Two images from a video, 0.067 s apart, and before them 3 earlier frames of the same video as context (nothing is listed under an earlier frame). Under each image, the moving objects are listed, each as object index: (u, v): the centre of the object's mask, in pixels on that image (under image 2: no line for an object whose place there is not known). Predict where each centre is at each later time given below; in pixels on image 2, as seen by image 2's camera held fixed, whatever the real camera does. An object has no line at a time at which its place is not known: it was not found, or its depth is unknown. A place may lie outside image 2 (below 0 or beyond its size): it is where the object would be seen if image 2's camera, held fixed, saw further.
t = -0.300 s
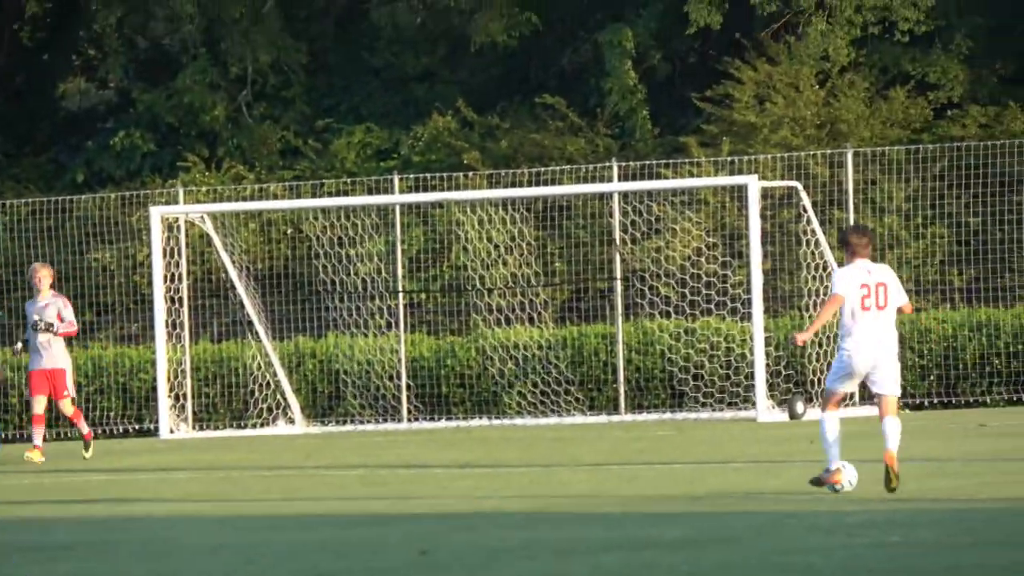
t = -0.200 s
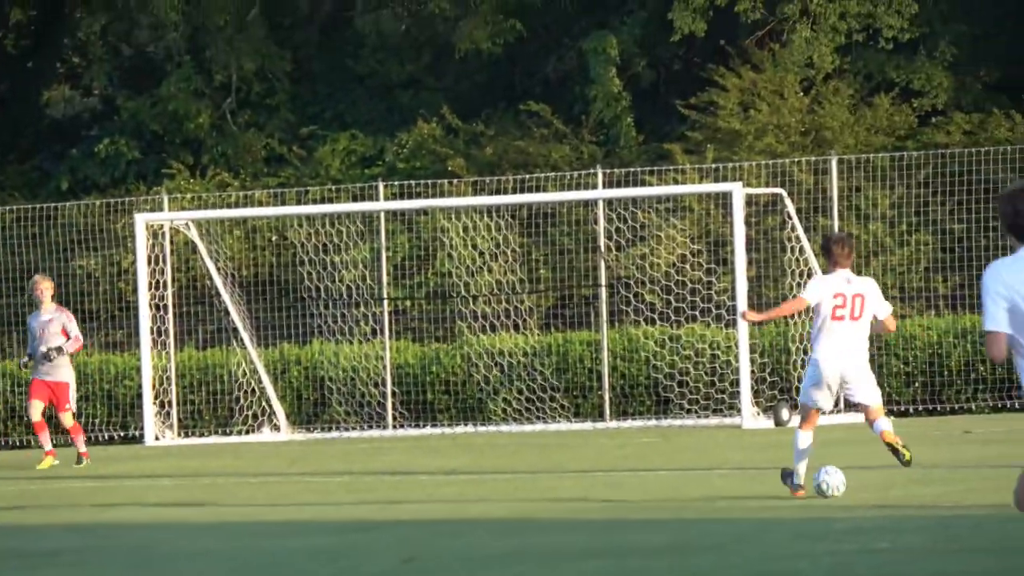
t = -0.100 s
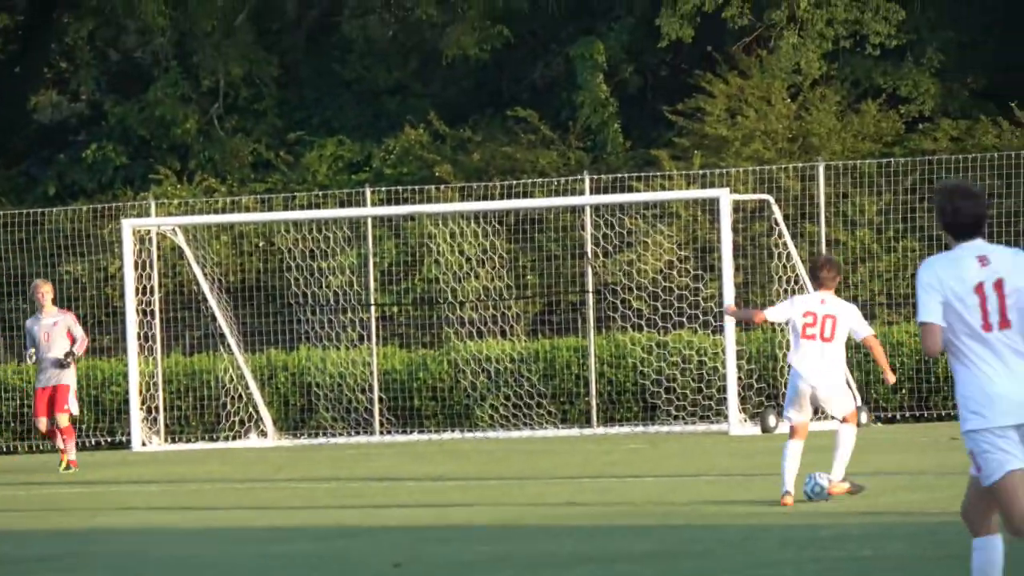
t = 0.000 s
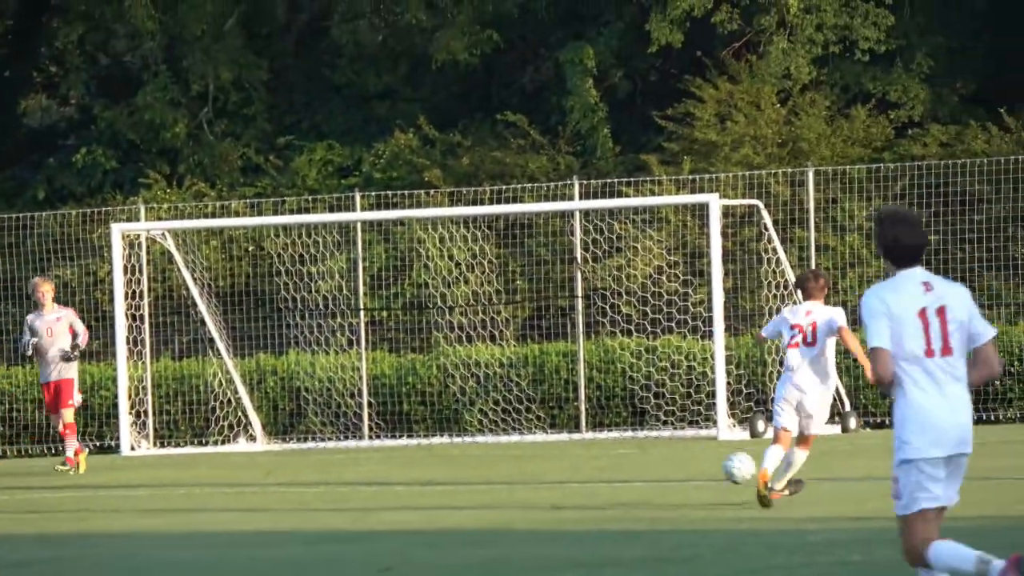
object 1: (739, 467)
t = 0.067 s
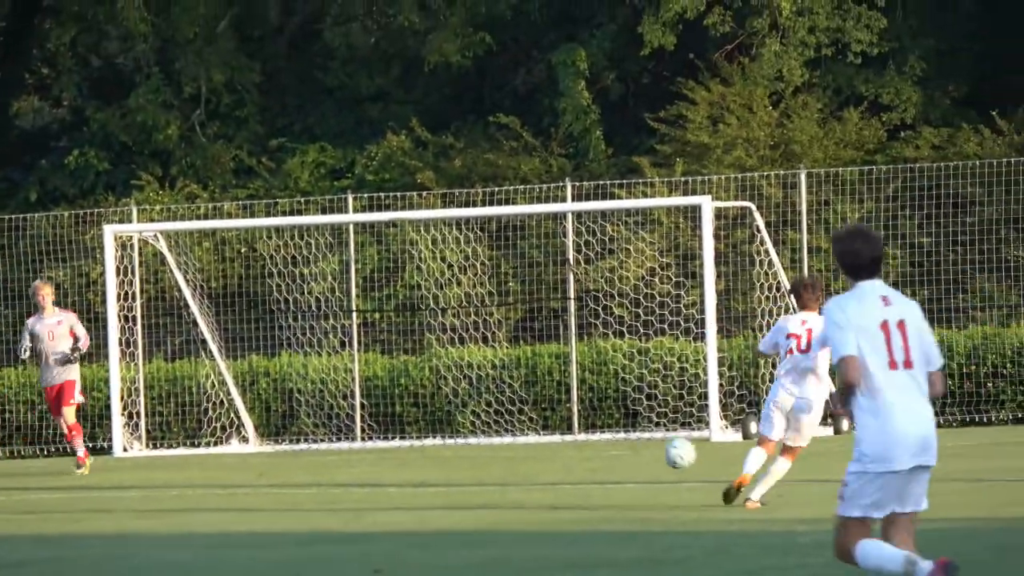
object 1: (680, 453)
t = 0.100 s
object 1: (656, 449)
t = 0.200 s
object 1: (589, 448)
